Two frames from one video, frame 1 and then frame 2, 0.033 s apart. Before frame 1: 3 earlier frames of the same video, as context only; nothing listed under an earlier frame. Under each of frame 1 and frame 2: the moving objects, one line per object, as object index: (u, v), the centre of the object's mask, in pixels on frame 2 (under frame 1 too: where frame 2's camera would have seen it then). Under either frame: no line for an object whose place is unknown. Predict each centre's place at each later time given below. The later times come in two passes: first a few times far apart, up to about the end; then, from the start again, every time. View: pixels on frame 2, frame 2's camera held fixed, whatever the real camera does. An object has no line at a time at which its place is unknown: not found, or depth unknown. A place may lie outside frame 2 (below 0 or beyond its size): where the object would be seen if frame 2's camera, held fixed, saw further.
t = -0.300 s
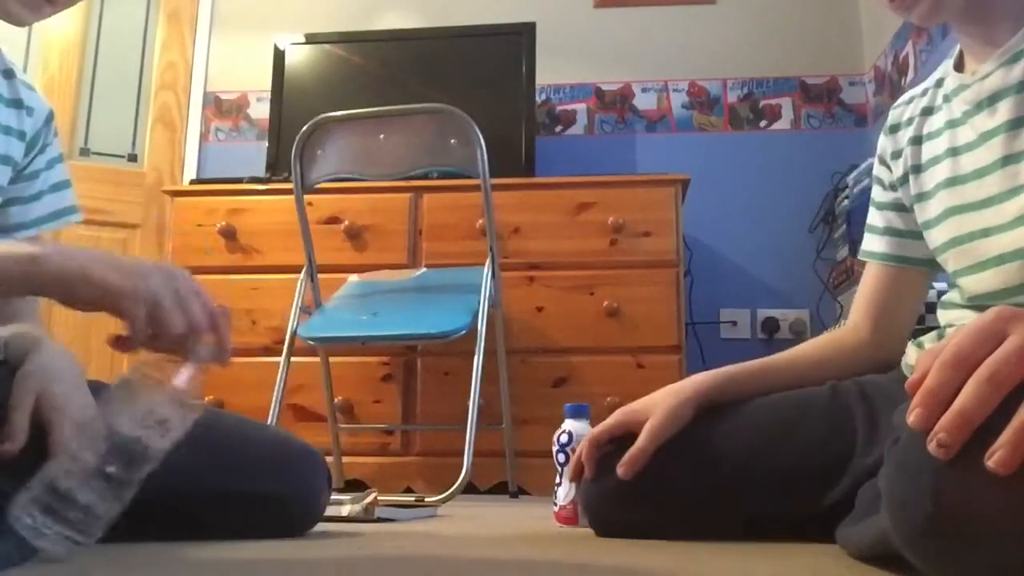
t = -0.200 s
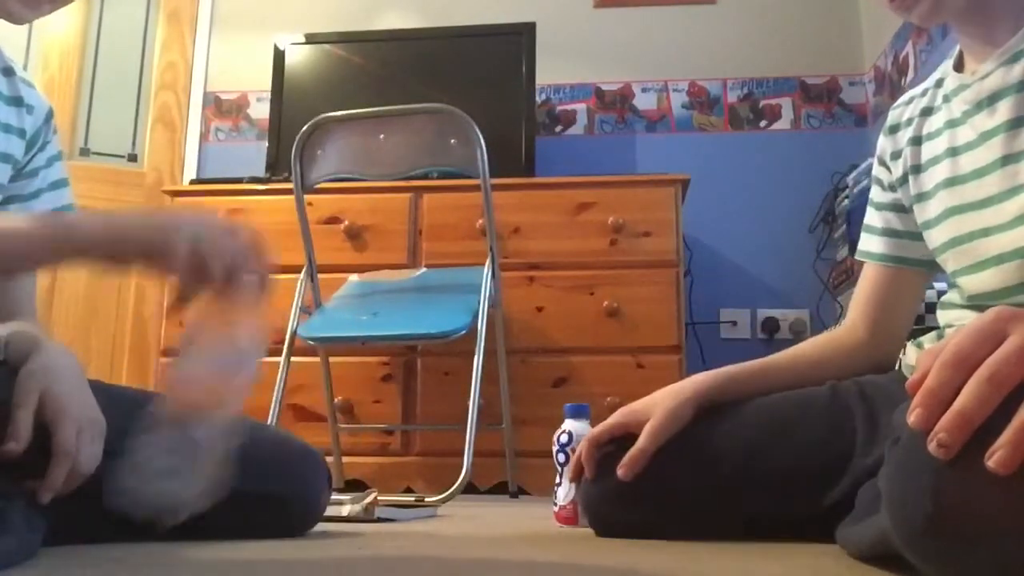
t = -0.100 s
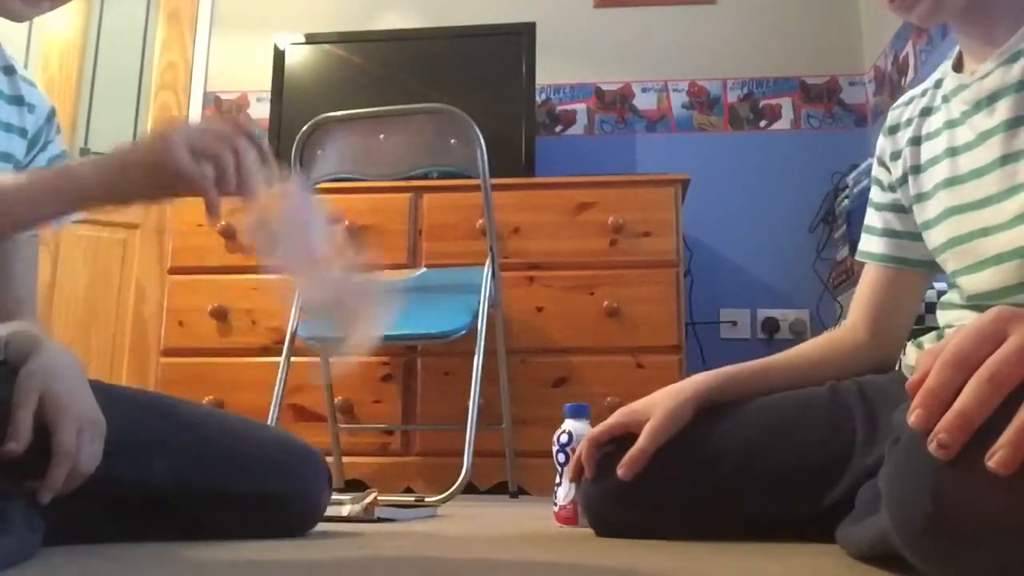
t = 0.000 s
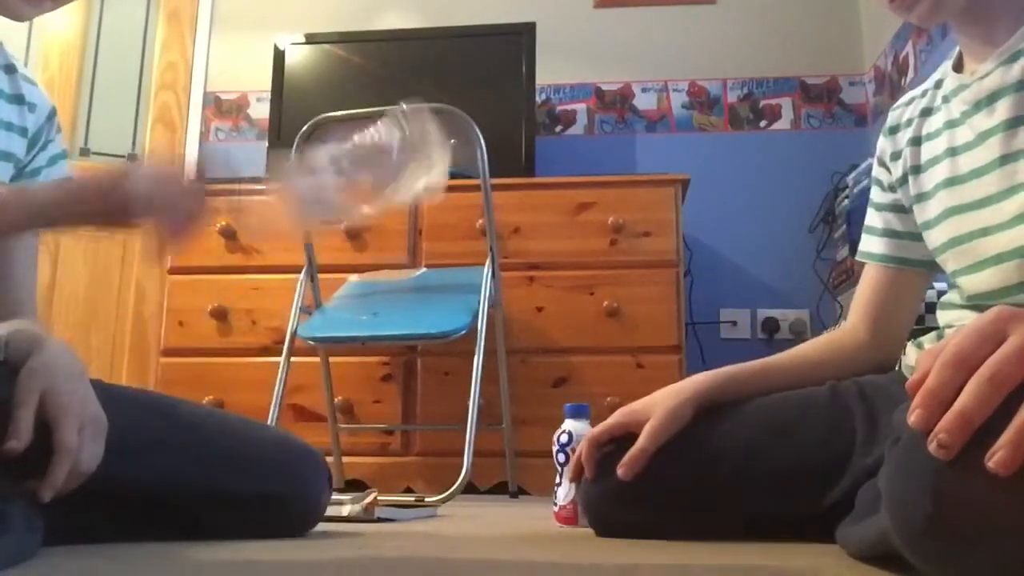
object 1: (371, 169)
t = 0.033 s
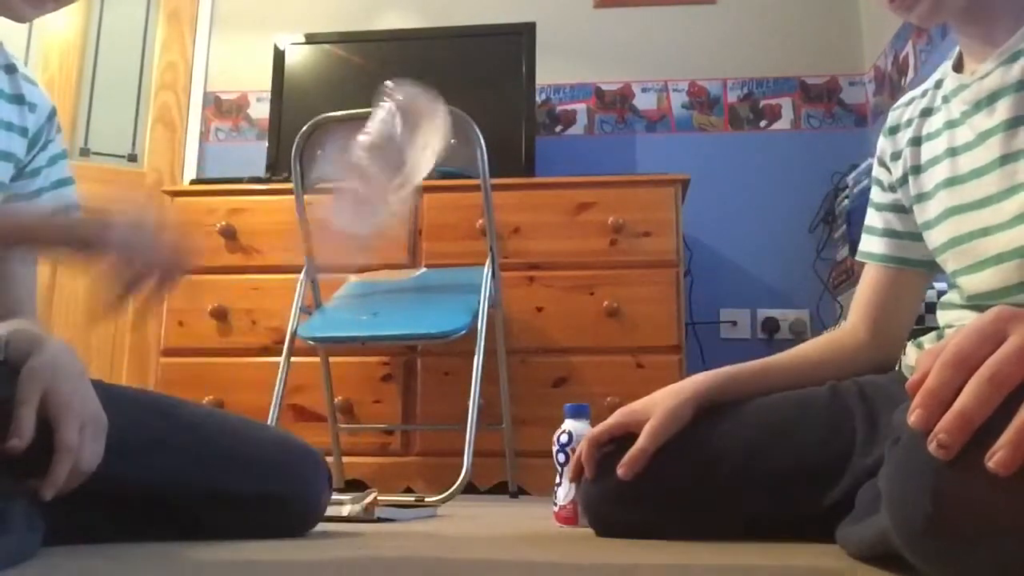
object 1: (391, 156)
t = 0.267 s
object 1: (422, 280)
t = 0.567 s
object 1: (311, 513)
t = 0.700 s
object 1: (310, 513)
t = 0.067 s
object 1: (409, 172)
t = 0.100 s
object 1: (440, 168)
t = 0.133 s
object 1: (453, 156)
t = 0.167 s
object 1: (453, 163)
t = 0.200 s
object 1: (446, 185)
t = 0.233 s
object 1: (434, 219)
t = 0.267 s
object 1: (422, 280)
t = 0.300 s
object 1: (416, 350)
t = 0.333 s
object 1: (411, 433)
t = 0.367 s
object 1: (395, 448)
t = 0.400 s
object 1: (379, 455)
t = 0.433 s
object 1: (363, 463)
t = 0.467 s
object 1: (341, 477)
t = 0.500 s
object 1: (317, 499)
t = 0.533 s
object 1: (316, 512)
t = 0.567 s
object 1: (311, 513)
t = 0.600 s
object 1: (310, 512)
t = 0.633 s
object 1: (310, 512)
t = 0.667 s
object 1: (310, 513)
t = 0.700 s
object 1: (310, 513)
